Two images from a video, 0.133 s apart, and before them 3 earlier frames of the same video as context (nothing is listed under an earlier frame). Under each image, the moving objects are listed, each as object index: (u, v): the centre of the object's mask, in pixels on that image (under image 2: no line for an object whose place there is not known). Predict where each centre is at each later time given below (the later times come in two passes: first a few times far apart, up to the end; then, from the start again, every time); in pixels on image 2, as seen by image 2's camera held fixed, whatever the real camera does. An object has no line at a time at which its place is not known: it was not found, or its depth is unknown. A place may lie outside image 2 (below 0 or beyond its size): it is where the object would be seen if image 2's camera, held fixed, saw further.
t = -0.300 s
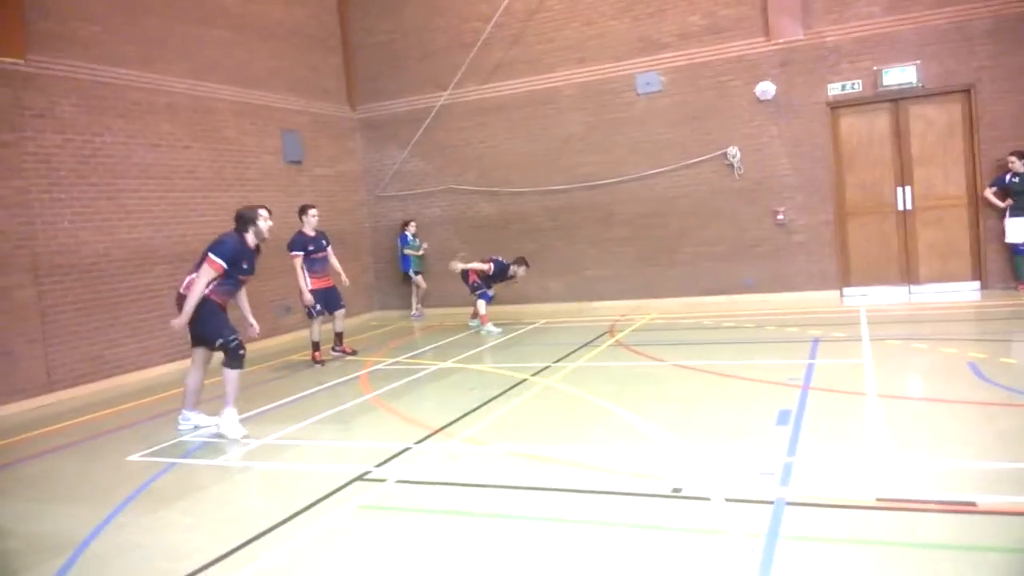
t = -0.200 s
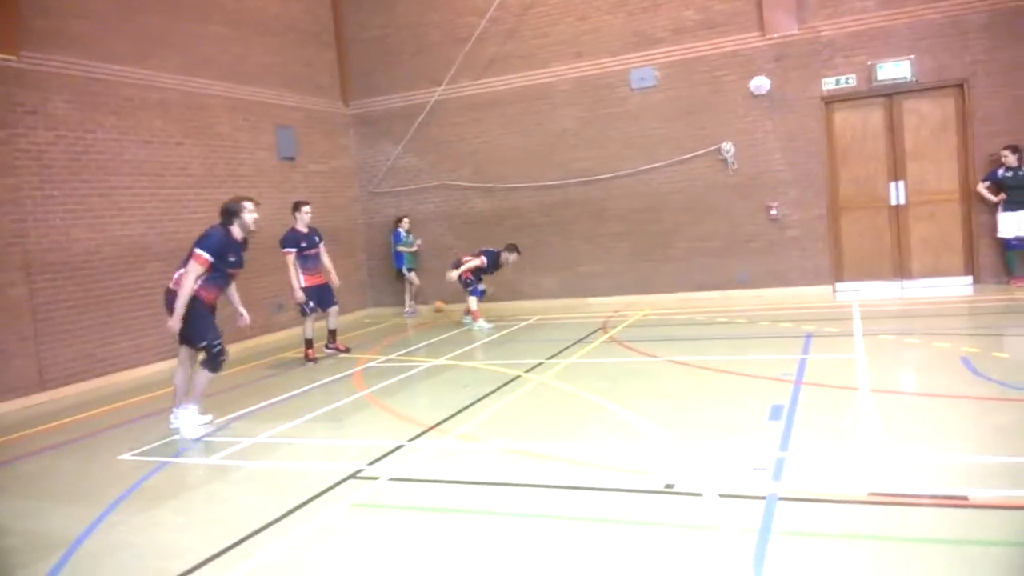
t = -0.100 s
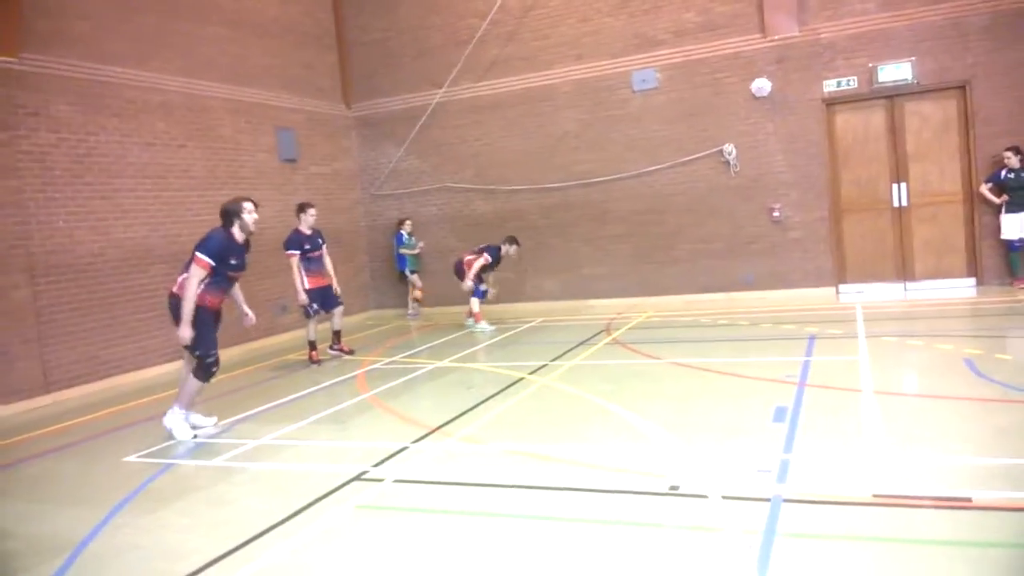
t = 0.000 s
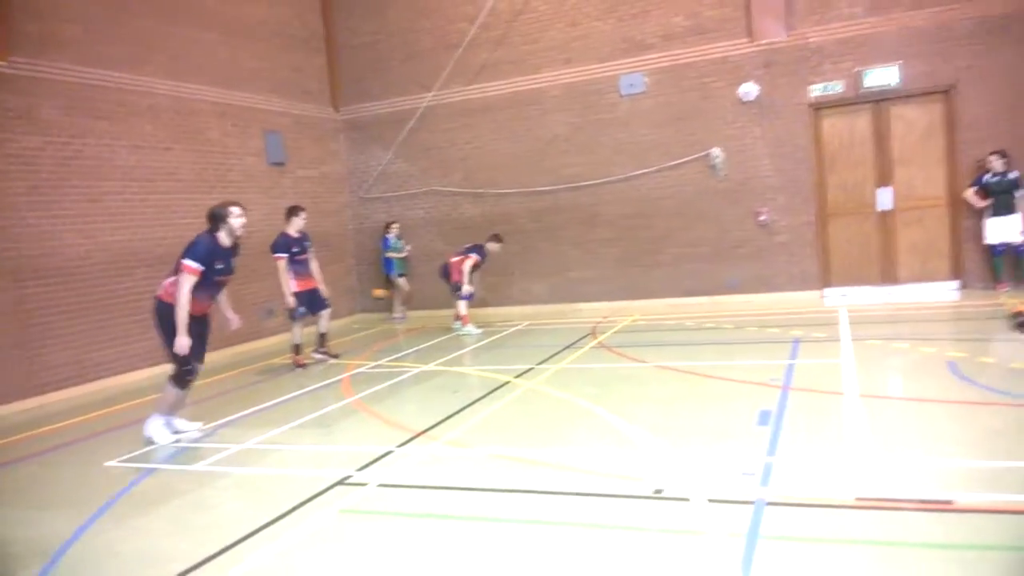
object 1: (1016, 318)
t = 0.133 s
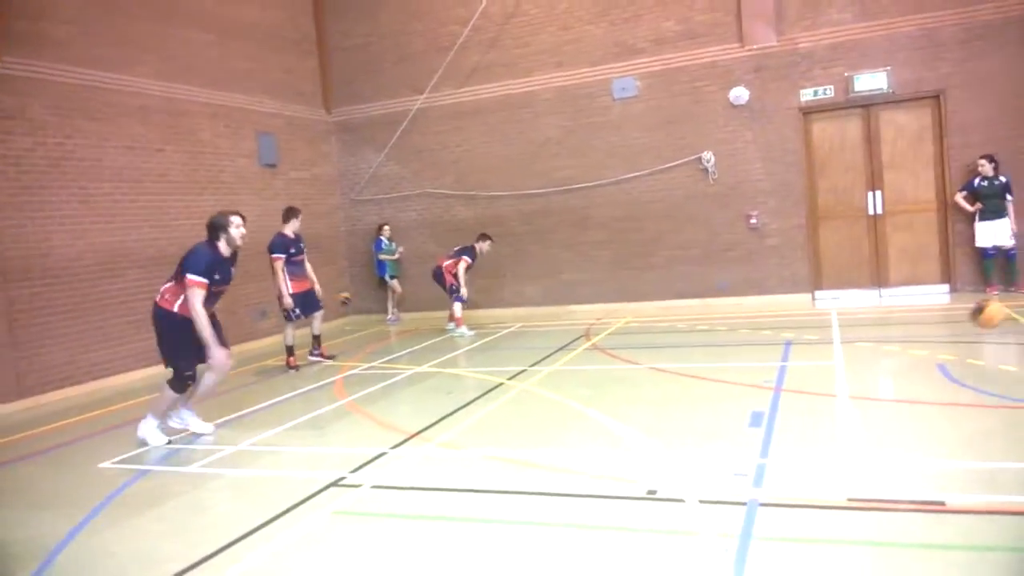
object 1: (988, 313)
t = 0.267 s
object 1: (961, 331)
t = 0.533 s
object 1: (902, 357)
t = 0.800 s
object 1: (844, 370)
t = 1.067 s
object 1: (784, 380)
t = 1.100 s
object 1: (778, 380)
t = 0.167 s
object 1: (982, 315)
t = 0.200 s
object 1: (974, 319)
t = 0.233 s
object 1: (967, 323)
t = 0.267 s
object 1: (961, 331)
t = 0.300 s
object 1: (953, 338)
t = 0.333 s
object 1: (946, 346)
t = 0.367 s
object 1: (938, 359)
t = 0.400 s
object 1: (930, 376)
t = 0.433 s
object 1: (924, 378)
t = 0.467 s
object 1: (917, 370)
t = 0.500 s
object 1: (908, 363)
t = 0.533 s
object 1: (902, 357)
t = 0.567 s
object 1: (895, 355)
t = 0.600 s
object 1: (889, 351)
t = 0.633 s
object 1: (882, 349)
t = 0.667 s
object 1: (873, 350)
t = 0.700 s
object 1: (866, 352)
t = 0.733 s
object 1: (862, 356)
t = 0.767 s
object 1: (853, 362)
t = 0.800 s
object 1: (844, 370)
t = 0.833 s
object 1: (837, 379)
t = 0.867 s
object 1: (829, 394)
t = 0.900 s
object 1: (821, 398)
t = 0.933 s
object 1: (816, 388)
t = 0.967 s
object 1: (809, 383)
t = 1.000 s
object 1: (802, 381)
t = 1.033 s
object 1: (791, 379)
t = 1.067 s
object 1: (784, 380)
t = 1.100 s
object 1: (778, 380)
